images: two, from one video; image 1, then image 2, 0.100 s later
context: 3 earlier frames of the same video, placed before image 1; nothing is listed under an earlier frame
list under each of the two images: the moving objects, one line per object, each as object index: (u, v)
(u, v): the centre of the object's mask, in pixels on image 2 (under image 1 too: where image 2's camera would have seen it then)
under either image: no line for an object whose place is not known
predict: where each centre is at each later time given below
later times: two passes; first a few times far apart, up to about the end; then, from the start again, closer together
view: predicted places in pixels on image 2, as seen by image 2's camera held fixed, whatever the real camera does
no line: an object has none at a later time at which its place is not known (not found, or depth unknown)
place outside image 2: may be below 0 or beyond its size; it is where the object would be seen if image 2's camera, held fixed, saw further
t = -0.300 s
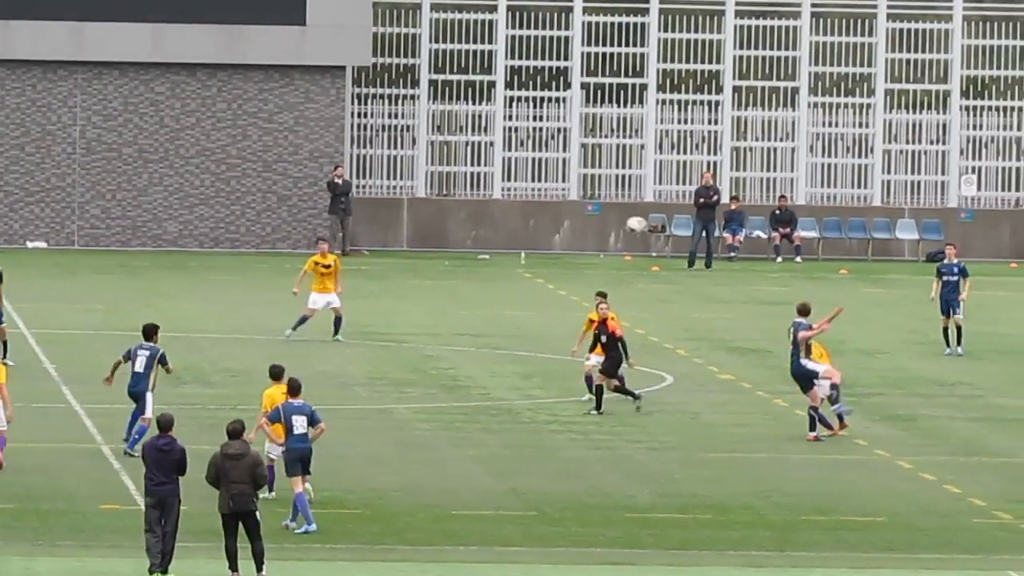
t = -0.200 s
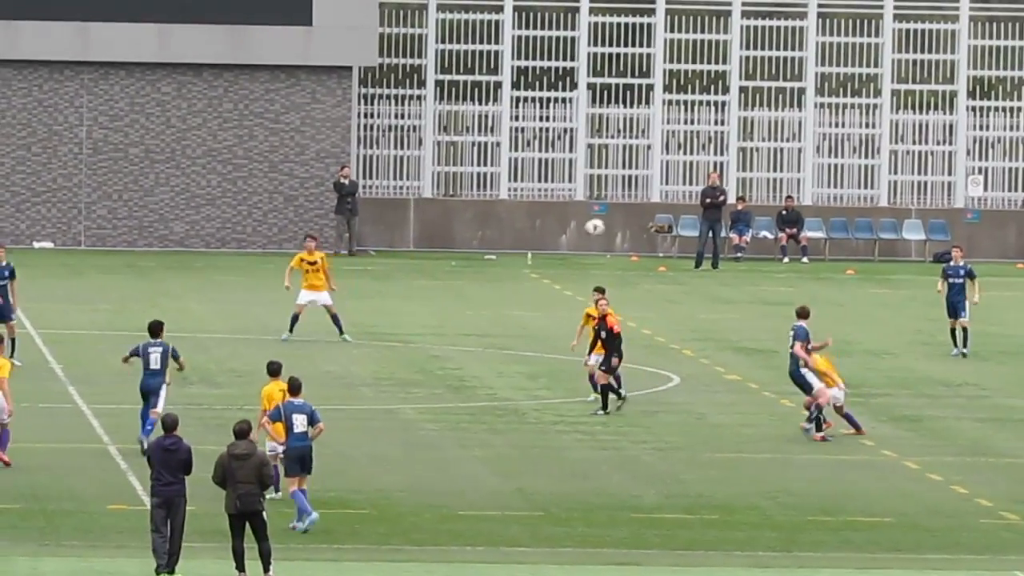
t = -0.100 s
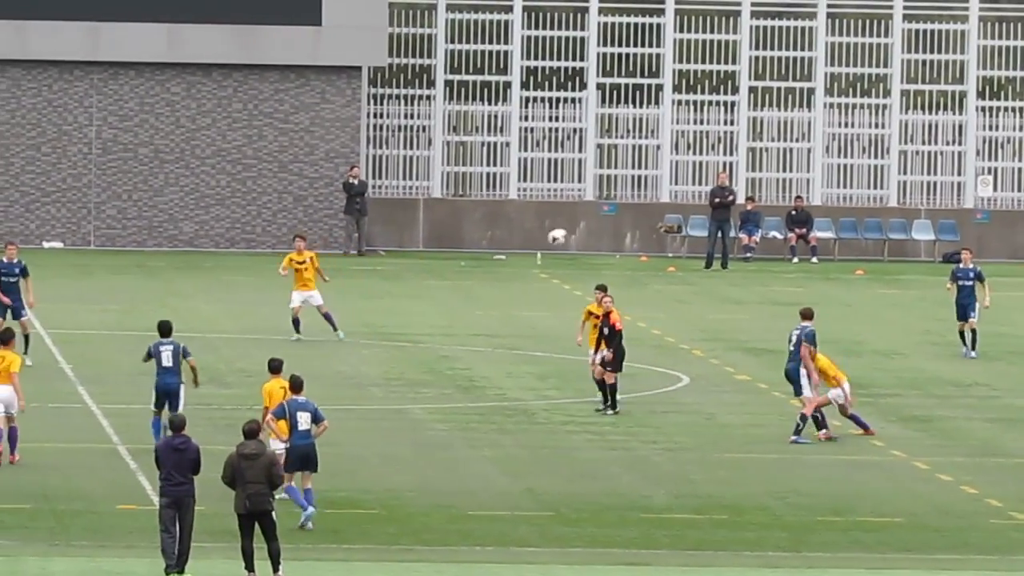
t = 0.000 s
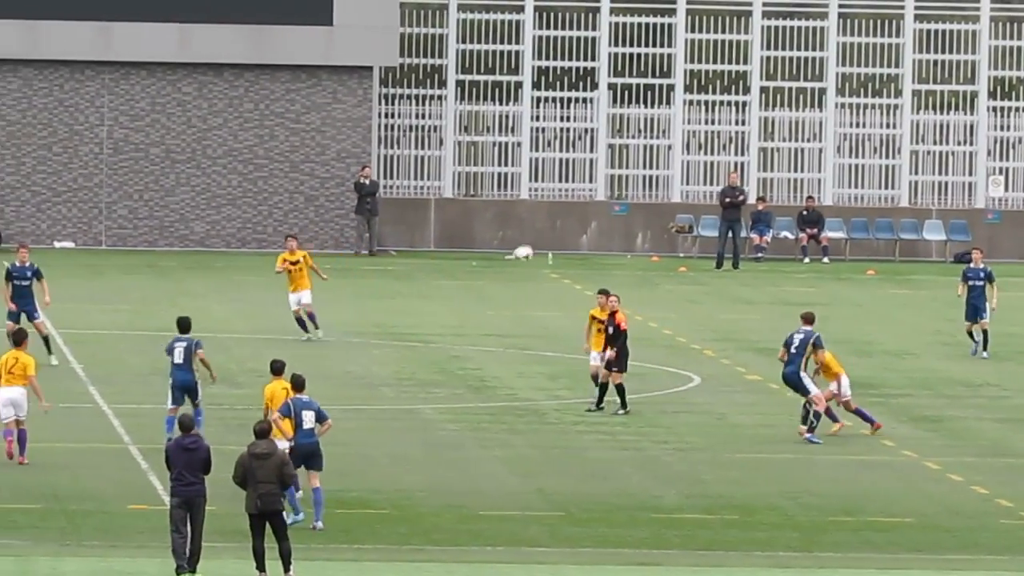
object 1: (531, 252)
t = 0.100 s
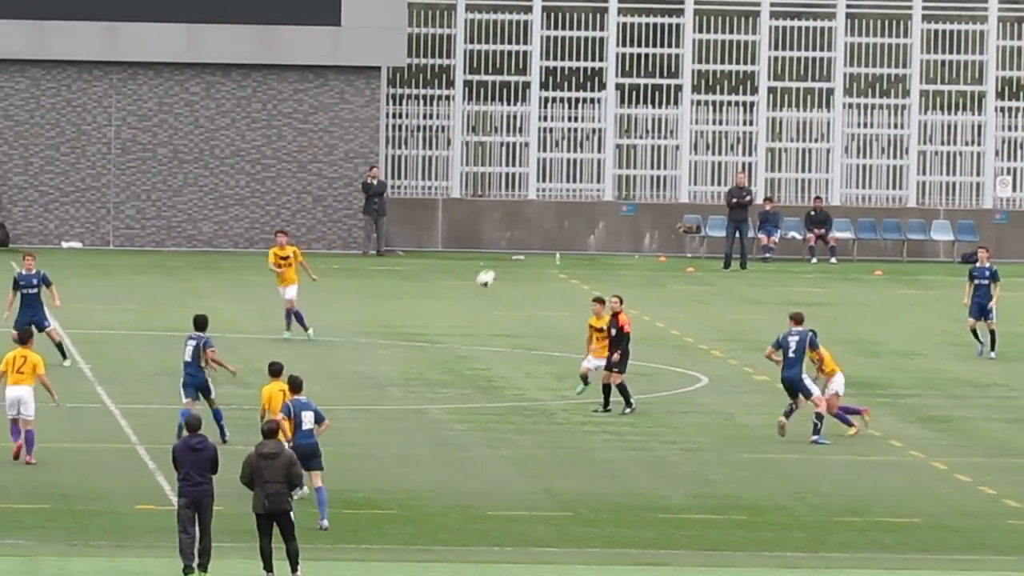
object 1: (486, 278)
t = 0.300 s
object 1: (399, 348)
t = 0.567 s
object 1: (304, 378)
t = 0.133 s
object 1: (471, 287)
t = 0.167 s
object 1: (457, 298)
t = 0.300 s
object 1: (399, 348)
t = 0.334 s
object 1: (384, 363)
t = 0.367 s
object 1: (371, 378)
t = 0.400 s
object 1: (357, 394)
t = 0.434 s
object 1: (343, 412)
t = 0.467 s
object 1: (332, 419)
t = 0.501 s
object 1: (322, 403)
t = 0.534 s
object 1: (314, 390)
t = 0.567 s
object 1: (304, 378)
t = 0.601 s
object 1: (295, 367)
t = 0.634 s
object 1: (286, 356)
